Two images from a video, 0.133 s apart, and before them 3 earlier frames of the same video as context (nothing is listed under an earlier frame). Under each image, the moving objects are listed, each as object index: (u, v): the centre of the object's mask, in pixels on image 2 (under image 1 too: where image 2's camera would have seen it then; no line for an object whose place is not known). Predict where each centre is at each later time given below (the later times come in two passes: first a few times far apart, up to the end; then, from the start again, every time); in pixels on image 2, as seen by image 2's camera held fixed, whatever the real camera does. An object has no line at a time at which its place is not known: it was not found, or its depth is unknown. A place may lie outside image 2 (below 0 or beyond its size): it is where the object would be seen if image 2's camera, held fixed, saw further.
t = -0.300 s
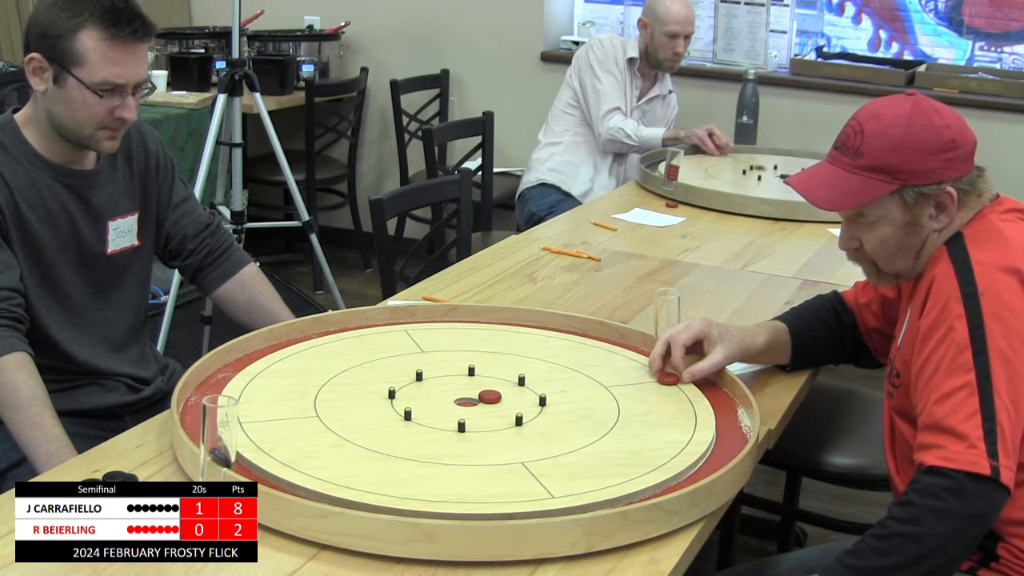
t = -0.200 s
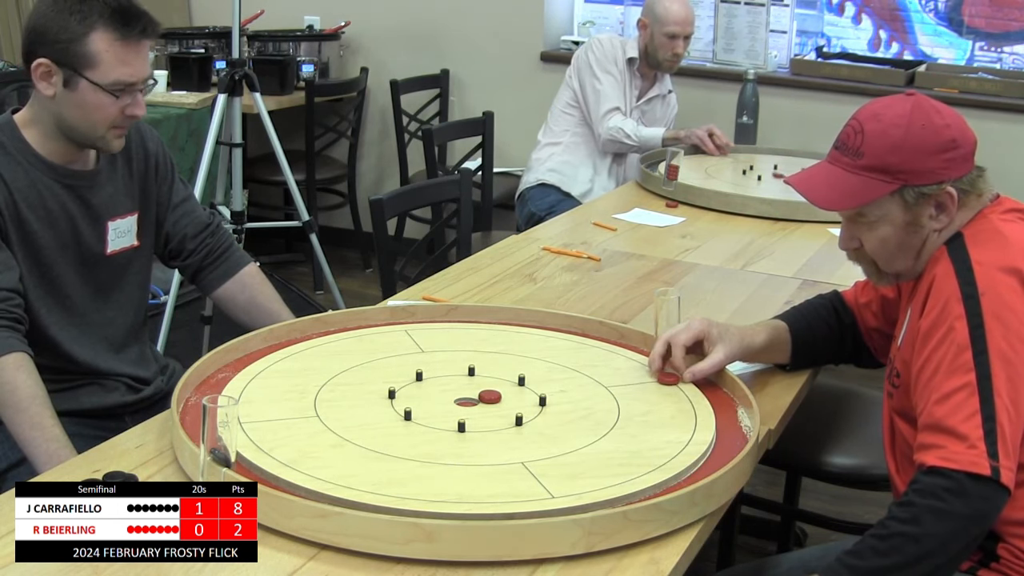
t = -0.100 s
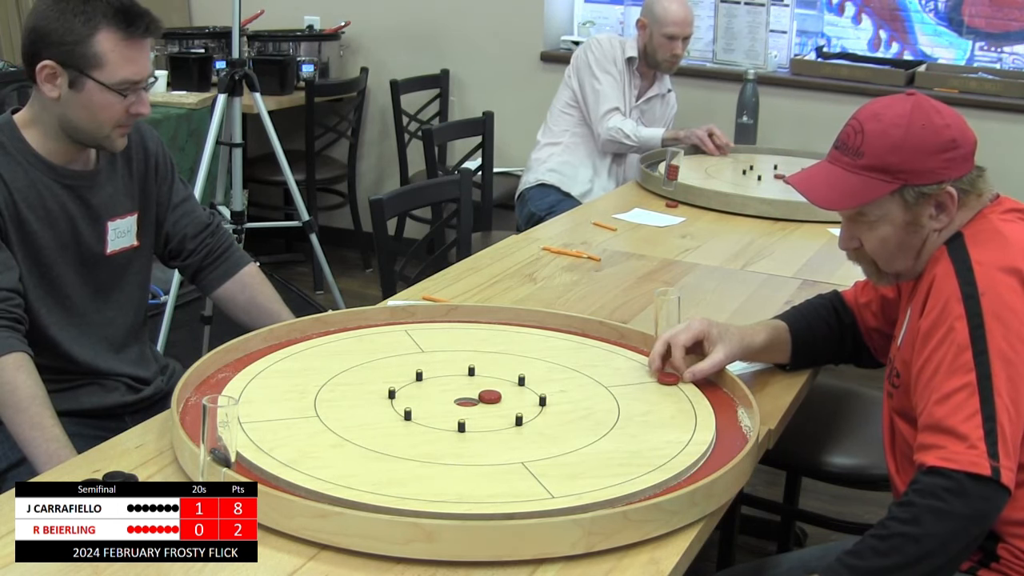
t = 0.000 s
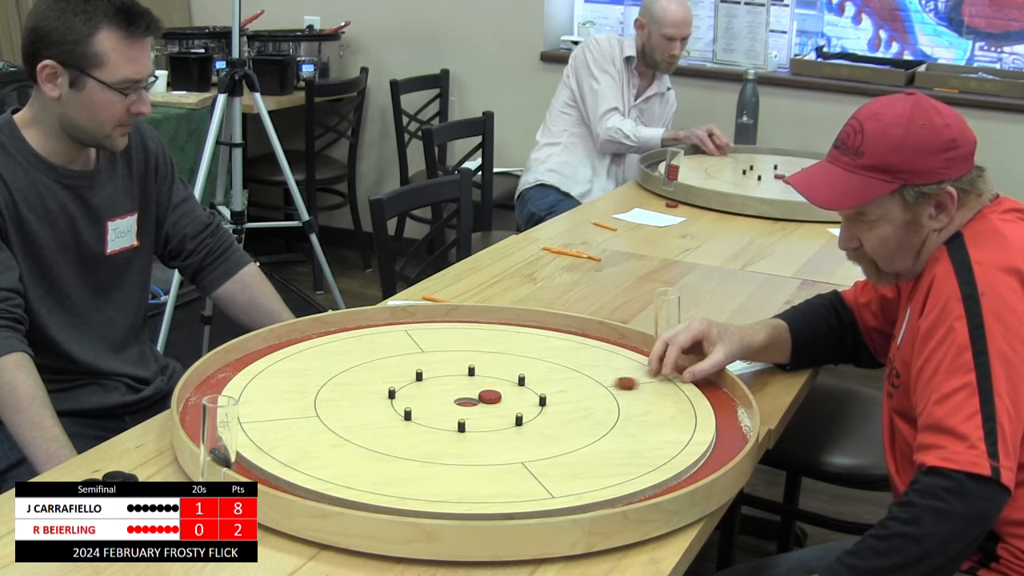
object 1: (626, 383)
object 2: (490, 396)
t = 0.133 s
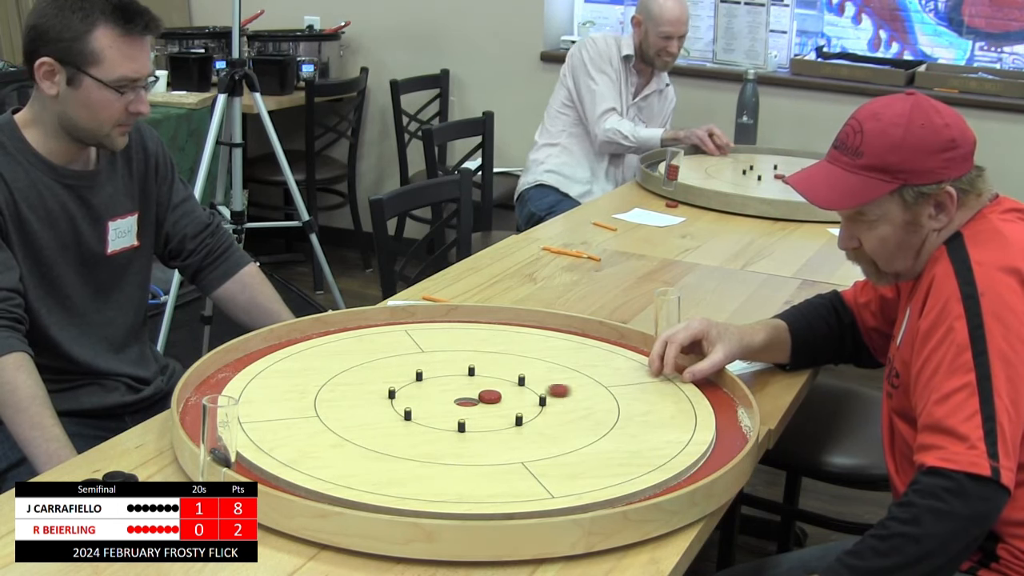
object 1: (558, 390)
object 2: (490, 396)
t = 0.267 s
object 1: (512, 395)
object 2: (483, 397)
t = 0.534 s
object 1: (512, 395)
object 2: (467, 401)
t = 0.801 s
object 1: (512, 395)
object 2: (467, 401)
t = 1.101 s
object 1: (512, 395)
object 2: (467, 401)
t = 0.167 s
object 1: (543, 391)
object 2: (490, 396)
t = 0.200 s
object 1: (529, 393)
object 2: (490, 396)
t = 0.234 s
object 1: (516, 394)
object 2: (490, 396)
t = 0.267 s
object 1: (512, 395)
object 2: (483, 397)
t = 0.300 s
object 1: (512, 395)
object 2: (474, 398)
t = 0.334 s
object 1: (512, 395)
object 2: (467, 400)
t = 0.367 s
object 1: (512, 395)
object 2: (466, 400)
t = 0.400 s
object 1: (512, 395)
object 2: (467, 401)
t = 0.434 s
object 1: (512, 395)
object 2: (467, 401)
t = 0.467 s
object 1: (512, 395)
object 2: (467, 401)
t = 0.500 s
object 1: (512, 395)
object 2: (467, 401)
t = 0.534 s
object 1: (512, 395)
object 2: (467, 401)
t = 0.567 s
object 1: (512, 395)
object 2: (467, 401)
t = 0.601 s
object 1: (512, 395)
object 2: (467, 401)
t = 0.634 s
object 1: (512, 395)
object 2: (467, 401)
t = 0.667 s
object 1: (512, 395)
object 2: (467, 401)
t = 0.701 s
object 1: (512, 395)
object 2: (467, 401)
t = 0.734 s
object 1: (512, 395)
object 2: (467, 401)
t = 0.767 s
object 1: (512, 395)
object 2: (467, 401)
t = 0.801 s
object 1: (512, 395)
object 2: (467, 401)
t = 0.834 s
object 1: (512, 395)
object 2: (467, 401)
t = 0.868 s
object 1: (512, 395)
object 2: (467, 401)
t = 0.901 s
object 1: (512, 395)
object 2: (467, 401)
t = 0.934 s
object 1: (512, 395)
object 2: (467, 401)
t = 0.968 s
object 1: (512, 395)
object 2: (467, 401)
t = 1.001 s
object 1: (512, 395)
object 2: (467, 401)
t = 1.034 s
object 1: (512, 395)
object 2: (467, 401)
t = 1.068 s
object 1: (512, 395)
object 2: (467, 401)
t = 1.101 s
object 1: (512, 395)
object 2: (467, 401)
